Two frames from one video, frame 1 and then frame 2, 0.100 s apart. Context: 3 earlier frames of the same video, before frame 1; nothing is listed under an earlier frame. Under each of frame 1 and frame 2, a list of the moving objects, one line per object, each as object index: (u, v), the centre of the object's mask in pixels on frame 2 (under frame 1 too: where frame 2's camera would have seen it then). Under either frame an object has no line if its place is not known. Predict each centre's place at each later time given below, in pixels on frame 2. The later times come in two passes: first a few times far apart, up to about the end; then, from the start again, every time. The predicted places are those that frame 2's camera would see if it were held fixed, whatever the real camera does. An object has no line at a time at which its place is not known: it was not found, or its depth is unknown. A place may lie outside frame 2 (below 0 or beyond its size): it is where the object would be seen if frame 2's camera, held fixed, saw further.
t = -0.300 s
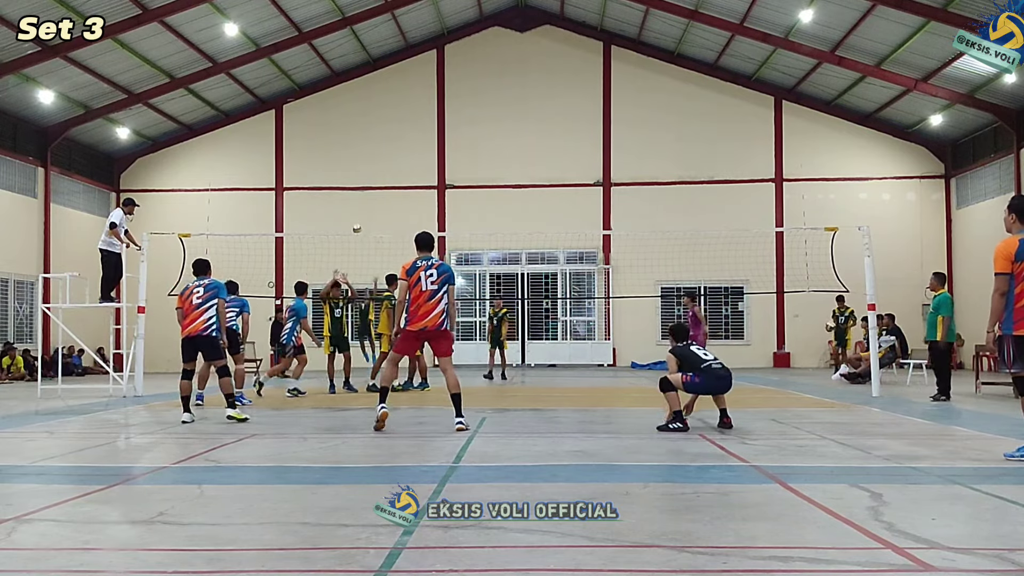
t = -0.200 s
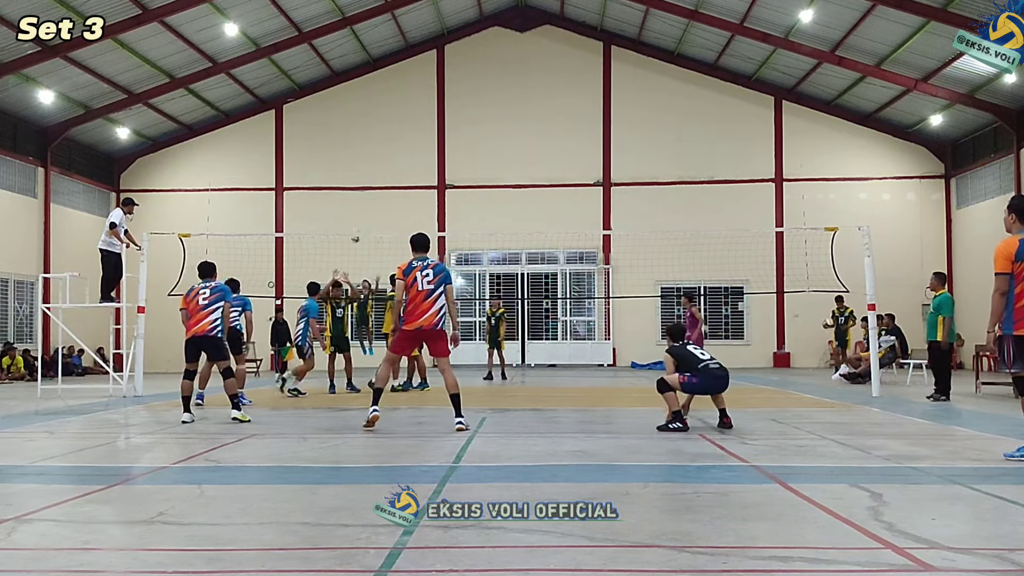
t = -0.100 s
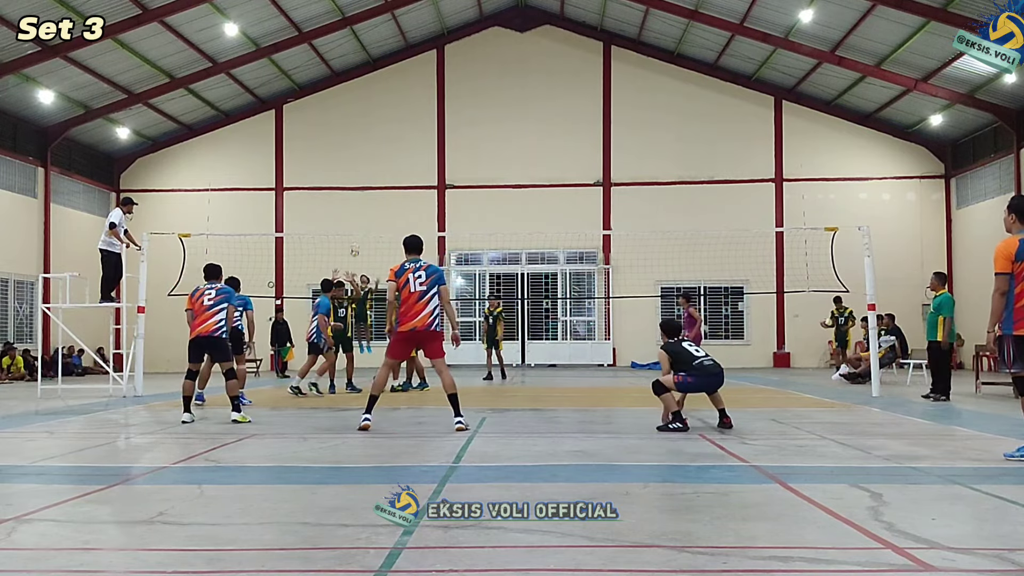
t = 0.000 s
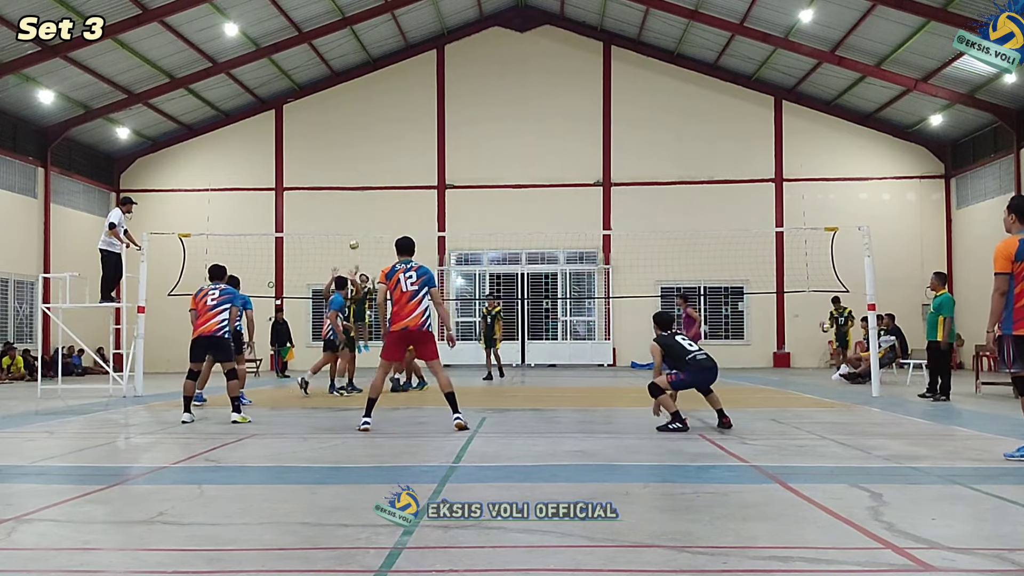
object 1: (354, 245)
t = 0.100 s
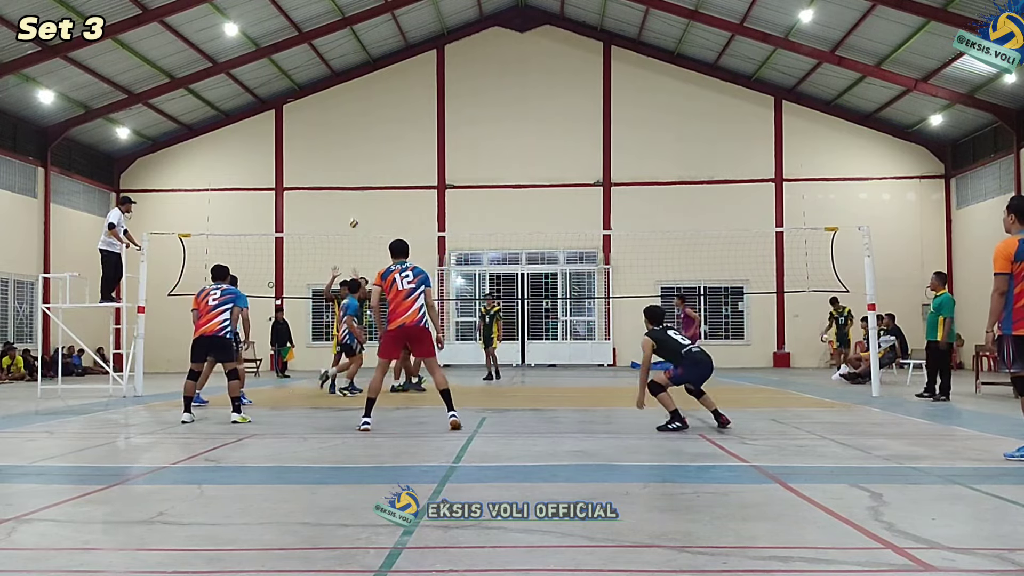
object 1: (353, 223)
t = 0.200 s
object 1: (355, 205)
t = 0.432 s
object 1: (360, 170)
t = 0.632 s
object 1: (362, 158)
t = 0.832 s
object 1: (355, 168)
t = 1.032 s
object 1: (335, 212)
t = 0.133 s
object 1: (354, 217)
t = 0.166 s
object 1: (354, 211)
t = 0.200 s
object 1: (355, 205)
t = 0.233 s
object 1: (355, 199)
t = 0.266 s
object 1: (356, 193)
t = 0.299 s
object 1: (357, 188)
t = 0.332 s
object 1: (357, 182)
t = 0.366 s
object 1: (359, 176)
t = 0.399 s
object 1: (359, 174)
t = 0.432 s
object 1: (360, 170)
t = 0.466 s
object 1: (360, 167)
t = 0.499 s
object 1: (361, 164)
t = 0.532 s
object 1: (362, 162)
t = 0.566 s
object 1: (362, 160)
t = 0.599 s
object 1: (362, 159)
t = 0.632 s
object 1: (362, 158)
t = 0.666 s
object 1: (362, 158)
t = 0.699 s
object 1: (361, 158)
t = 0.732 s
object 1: (360, 160)
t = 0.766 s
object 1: (359, 162)
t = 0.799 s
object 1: (357, 165)
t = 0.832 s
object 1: (355, 168)
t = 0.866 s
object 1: (352, 173)
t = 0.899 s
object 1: (349, 178)
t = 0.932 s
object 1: (346, 185)
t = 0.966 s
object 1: (343, 192)
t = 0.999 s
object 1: (339, 203)
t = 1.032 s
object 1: (335, 212)
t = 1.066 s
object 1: (331, 224)
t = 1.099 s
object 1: (328, 238)
